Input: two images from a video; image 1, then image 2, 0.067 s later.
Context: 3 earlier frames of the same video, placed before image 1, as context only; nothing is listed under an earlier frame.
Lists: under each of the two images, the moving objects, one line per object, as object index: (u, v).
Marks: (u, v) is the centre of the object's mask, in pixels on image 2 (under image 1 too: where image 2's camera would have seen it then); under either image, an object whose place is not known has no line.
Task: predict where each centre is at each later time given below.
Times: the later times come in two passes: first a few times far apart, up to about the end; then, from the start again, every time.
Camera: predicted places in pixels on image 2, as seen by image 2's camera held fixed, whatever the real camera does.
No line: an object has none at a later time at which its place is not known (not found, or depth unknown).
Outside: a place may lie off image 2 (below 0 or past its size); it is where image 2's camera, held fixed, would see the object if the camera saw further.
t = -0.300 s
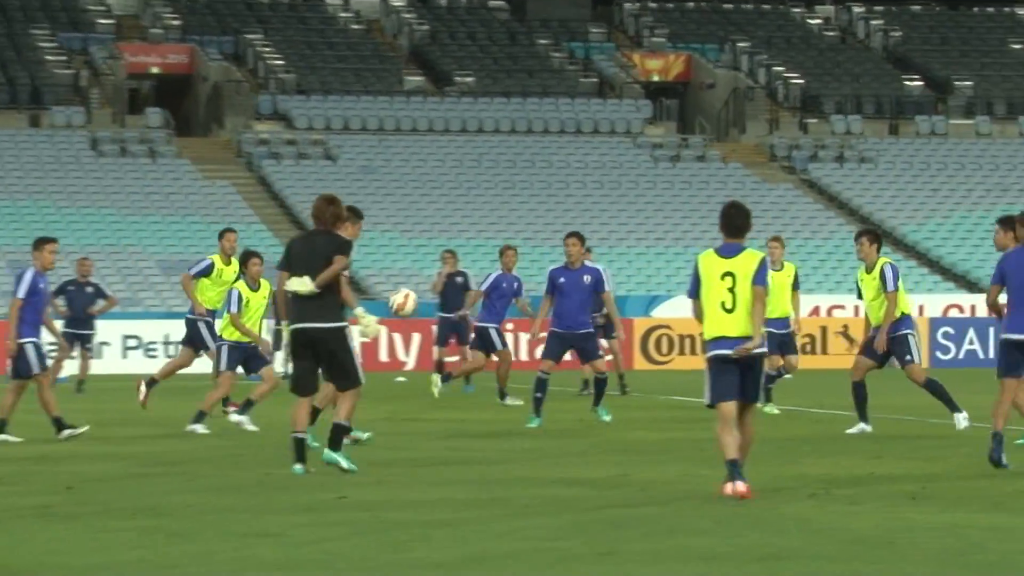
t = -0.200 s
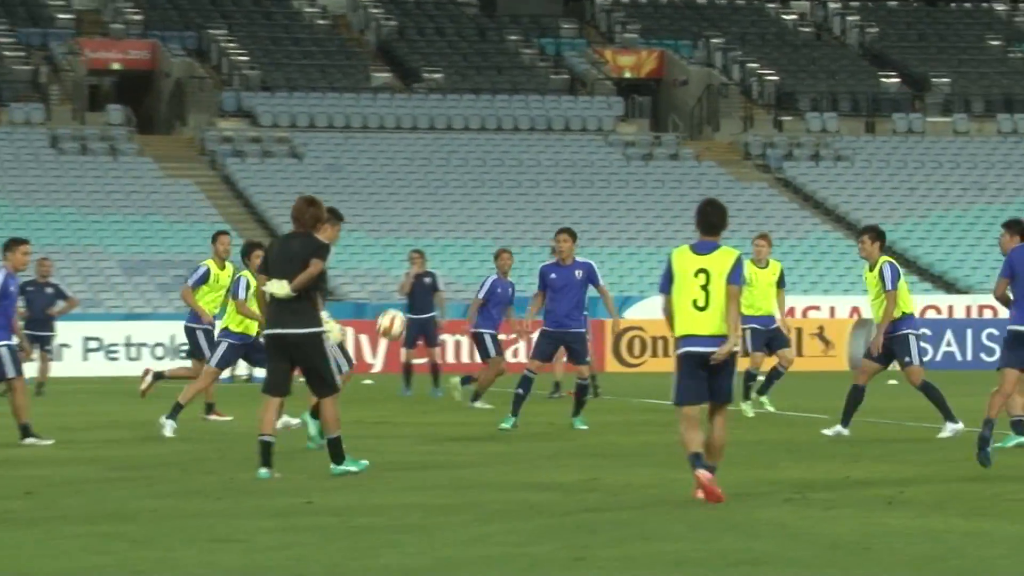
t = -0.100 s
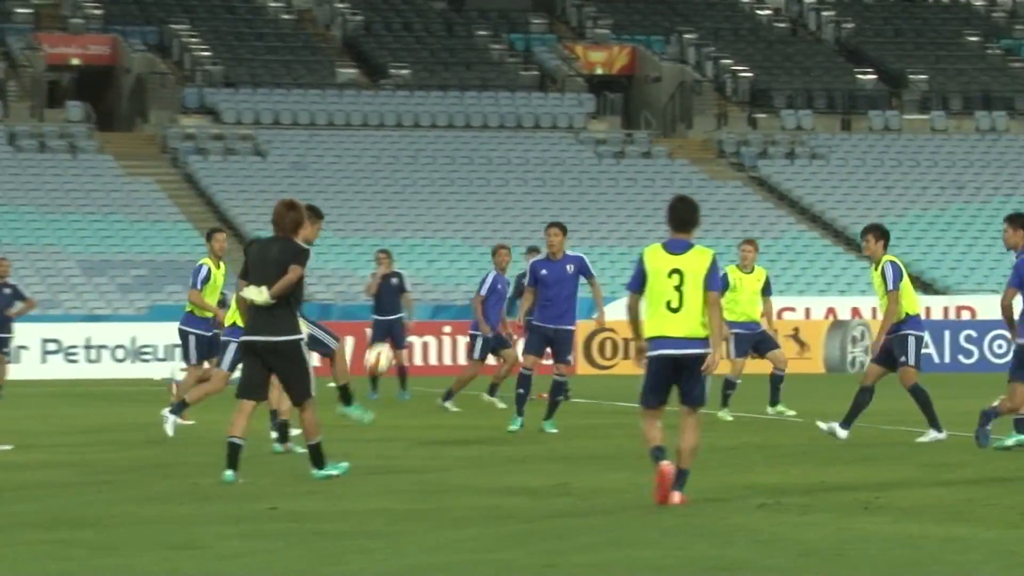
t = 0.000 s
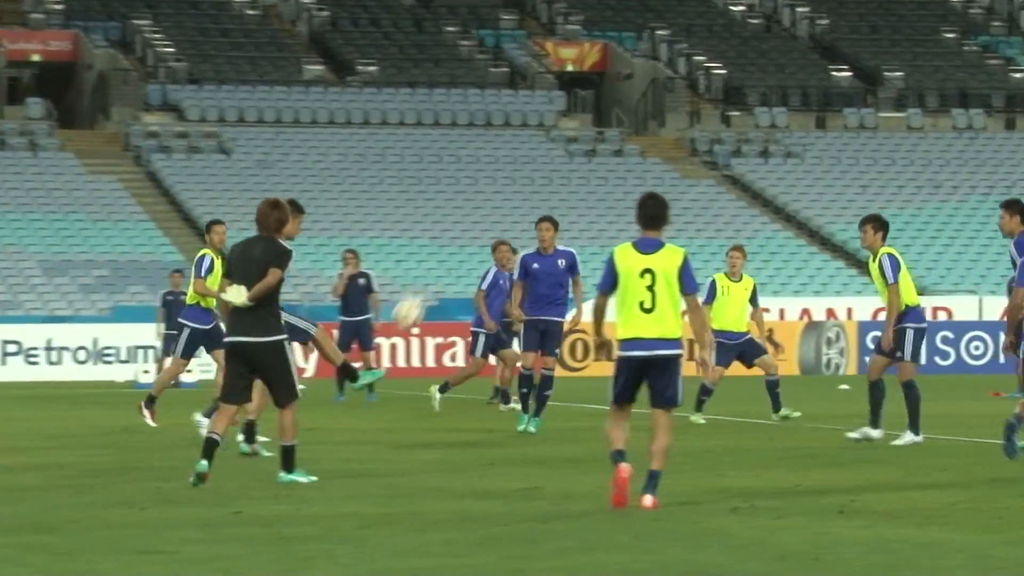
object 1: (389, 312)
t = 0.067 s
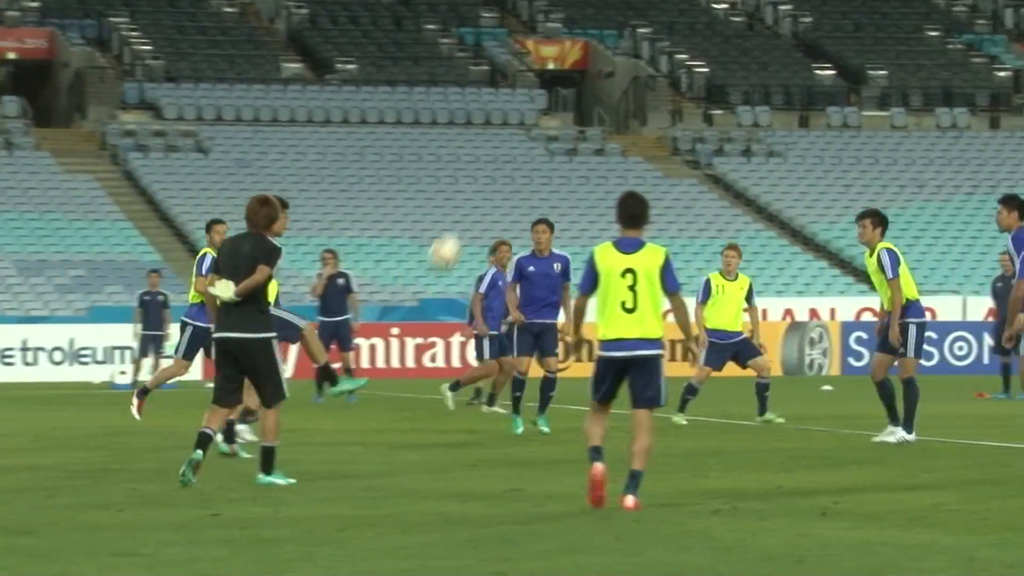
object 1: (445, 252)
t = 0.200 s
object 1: (558, 148)
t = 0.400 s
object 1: (723, 41)
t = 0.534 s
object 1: (836, 6)
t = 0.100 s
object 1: (472, 223)
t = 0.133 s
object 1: (501, 196)
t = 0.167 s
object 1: (528, 171)
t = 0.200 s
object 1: (558, 148)
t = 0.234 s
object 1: (586, 127)
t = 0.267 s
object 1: (613, 107)
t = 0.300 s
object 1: (639, 88)
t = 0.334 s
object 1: (668, 71)
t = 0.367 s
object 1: (696, 55)
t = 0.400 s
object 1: (723, 41)
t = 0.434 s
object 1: (751, 28)
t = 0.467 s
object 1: (779, 17)
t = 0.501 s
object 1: (808, 10)
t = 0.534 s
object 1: (836, 6)
